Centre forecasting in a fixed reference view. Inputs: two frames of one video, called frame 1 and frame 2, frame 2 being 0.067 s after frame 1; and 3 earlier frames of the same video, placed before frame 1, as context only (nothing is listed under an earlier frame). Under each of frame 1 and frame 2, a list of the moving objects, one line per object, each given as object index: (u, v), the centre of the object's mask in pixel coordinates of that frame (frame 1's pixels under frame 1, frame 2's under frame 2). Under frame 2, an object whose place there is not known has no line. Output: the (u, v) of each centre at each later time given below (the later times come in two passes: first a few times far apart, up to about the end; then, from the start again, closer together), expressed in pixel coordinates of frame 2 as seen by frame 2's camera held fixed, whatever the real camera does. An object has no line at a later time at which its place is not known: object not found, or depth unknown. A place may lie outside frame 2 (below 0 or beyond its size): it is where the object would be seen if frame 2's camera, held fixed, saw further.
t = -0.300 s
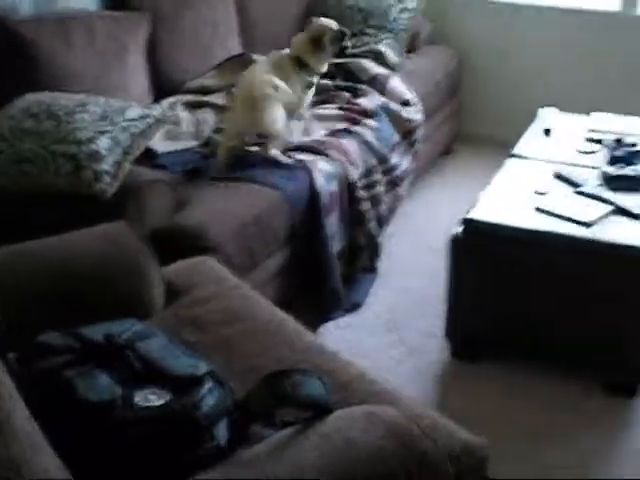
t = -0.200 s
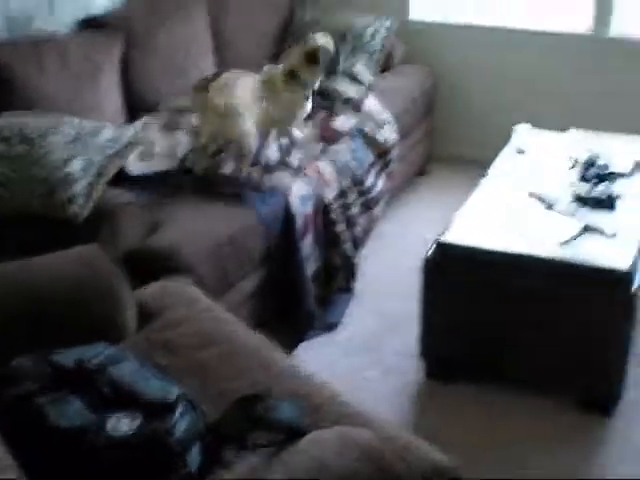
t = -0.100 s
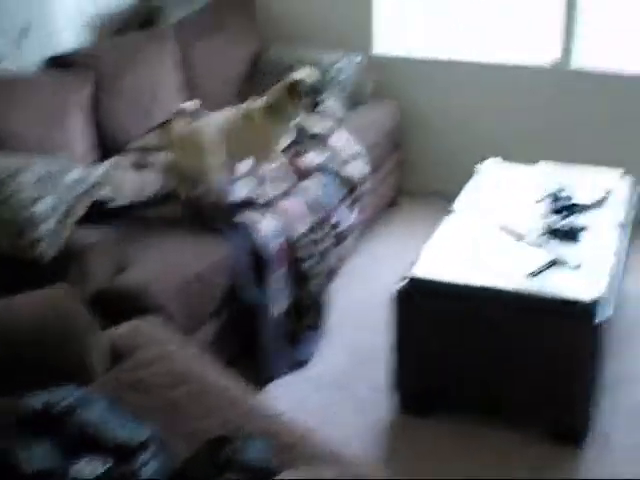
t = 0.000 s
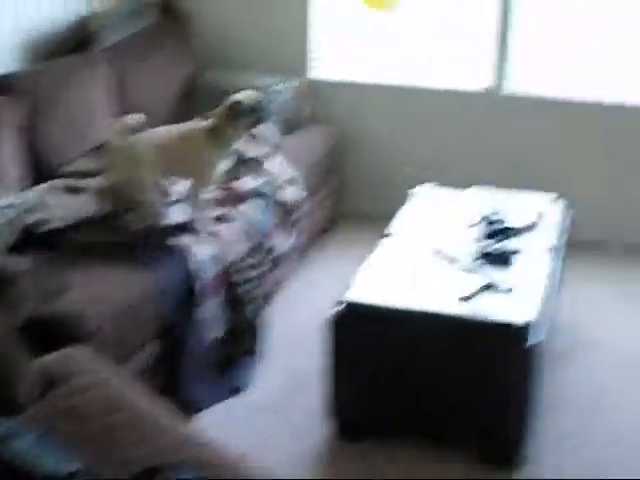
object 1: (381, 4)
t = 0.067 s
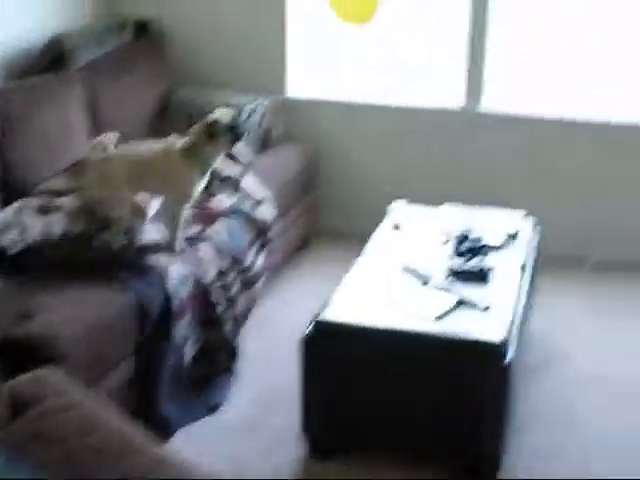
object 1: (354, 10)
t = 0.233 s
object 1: (365, -6)
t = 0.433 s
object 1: (377, -7)
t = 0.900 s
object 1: (401, -1)
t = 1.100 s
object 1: (405, 5)
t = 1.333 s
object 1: (408, 14)
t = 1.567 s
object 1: (410, 26)
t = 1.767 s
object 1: (411, 39)
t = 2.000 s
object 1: (412, 56)
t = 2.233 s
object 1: (412, 76)
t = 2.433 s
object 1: (411, 94)
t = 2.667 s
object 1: (409, 117)
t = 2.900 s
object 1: (409, 139)
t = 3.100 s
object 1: (410, 160)
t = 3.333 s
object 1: (411, 183)
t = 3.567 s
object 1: (418, 192)
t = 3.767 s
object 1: (426, 186)
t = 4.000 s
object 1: (434, 182)
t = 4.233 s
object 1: (441, 181)
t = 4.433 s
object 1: (448, 183)
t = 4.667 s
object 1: (456, 188)
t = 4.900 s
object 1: (462, 196)
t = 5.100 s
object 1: (466, 204)
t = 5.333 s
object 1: (465, 204)
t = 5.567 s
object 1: (462, 206)
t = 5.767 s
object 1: (460, 206)
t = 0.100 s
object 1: (356, 3)
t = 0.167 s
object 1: (360, -5)
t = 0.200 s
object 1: (362, -8)
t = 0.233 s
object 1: (365, -6)
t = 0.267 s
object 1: (367, -6)
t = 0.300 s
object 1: (369, -7)
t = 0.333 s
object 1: (370, -7)
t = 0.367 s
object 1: (372, -7)
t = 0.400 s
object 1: (375, -7)
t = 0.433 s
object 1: (377, -7)
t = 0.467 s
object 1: (379, -7)
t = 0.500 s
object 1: (381, -7)
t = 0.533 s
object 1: (382, -6)
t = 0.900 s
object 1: (401, -1)
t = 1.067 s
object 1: (405, 4)
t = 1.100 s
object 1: (405, 5)
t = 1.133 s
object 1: (406, 6)
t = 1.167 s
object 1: (406, 7)
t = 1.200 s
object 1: (407, 8)
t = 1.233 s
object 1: (407, 9)
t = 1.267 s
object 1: (408, 11)
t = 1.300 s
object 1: (408, 12)
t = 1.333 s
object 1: (408, 14)
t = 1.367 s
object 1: (408, 15)
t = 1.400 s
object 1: (408, 17)
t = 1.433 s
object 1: (409, 19)
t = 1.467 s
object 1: (409, 21)
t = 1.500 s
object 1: (410, 23)
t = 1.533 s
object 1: (410, 25)
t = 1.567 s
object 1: (410, 26)
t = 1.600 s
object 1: (409, 28)
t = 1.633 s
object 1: (410, 31)
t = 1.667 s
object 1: (410, 32)
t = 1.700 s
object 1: (410, 35)
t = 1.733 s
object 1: (411, 36)
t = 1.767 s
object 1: (411, 39)
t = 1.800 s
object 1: (411, 41)
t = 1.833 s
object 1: (412, 43)
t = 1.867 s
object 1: (412, 46)
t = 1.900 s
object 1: (412, 48)
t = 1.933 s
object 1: (412, 50)
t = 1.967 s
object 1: (412, 53)
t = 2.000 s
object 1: (412, 56)
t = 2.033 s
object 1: (412, 59)
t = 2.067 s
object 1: (412, 61)
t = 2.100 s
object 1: (412, 64)
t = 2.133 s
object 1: (412, 67)
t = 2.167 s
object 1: (412, 70)
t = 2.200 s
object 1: (412, 72)
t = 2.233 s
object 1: (412, 76)
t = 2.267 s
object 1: (412, 79)
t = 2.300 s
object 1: (411, 82)
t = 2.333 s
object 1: (411, 85)
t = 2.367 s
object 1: (411, 88)
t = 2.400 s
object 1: (411, 91)
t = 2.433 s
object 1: (411, 94)
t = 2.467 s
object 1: (410, 97)
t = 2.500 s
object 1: (410, 101)
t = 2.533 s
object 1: (410, 104)
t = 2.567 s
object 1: (409, 107)
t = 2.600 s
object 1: (409, 111)
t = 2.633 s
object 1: (409, 114)
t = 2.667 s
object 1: (409, 117)
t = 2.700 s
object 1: (409, 120)
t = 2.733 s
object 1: (409, 124)
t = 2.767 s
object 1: (409, 127)
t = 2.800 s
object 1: (409, 130)
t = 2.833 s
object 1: (409, 133)
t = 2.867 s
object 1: (409, 136)
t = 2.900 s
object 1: (409, 139)
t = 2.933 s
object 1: (409, 142)
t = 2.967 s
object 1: (409, 146)
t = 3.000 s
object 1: (409, 149)
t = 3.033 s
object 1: (410, 152)
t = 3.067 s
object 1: (410, 156)
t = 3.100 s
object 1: (410, 160)
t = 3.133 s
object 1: (410, 163)
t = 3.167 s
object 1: (410, 167)
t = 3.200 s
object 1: (410, 170)
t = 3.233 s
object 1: (410, 174)
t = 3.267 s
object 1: (410, 177)
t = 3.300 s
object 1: (411, 180)
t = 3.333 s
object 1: (411, 183)
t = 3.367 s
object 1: (411, 187)
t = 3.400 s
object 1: (411, 190)
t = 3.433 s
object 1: (412, 193)
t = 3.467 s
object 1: (413, 195)
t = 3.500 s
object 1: (415, 194)
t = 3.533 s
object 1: (416, 193)
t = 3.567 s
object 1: (418, 192)
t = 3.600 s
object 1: (419, 191)
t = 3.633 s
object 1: (421, 190)
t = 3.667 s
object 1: (422, 189)
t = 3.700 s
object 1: (424, 188)
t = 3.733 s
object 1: (425, 187)
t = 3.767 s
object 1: (426, 186)
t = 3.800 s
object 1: (427, 185)
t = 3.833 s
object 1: (428, 185)
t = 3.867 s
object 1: (429, 184)
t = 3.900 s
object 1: (431, 183)
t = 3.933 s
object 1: (432, 183)
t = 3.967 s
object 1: (433, 183)
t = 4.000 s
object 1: (434, 182)
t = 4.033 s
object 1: (435, 182)
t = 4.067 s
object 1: (436, 182)
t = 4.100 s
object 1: (437, 182)
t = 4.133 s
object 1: (438, 182)
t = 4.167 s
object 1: (439, 181)
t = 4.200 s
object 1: (440, 181)
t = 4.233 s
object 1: (441, 181)
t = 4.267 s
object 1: (443, 181)
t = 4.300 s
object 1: (444, 182)
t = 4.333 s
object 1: (445, 182)
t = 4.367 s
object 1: (446, 182)
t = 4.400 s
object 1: (447, 182)
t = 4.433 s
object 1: (448, 183)
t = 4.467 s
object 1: (449, 183)
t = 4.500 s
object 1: (451, 184)
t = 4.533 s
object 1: (452, 185)
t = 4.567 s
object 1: (453, 185)
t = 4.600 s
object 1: (454, 186)
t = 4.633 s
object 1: (455, 187)
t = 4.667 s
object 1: (456, 188)
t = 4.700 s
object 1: (457, 189)
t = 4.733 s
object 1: (458, 190)
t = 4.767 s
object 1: (459, 191)
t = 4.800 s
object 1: (460, 192)
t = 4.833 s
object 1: (461, 193)
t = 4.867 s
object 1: (461, 194)
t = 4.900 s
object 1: (462, 196)
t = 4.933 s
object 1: (463, 197)
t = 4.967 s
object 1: (464, 198)
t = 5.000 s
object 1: (464, 200)
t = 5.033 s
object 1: (465, 201)
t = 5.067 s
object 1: (466, 203)
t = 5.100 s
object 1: (466, 204)
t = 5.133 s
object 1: (466, 205)
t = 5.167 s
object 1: (466, 204)
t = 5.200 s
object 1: (466, 204)
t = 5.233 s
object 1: (466, 204)
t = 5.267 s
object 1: (466, 204)
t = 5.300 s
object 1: (466, 204)
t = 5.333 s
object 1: (465, 204)
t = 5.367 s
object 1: (465, 204)
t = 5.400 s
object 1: (465, 204)
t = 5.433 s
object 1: (465, 204)
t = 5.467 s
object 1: (464, 205)
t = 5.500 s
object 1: (463, 205)
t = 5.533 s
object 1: (463, 205)
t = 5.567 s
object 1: (462, 206)
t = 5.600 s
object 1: (462, 205)
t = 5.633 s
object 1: (462, 205)
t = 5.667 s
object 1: (461, 206)
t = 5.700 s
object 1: (461, 206)
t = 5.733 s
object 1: (460, 206)
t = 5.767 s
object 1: (460, 206)
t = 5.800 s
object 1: (459, 205)
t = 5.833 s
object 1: (459, 205)
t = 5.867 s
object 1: (459, 205)
